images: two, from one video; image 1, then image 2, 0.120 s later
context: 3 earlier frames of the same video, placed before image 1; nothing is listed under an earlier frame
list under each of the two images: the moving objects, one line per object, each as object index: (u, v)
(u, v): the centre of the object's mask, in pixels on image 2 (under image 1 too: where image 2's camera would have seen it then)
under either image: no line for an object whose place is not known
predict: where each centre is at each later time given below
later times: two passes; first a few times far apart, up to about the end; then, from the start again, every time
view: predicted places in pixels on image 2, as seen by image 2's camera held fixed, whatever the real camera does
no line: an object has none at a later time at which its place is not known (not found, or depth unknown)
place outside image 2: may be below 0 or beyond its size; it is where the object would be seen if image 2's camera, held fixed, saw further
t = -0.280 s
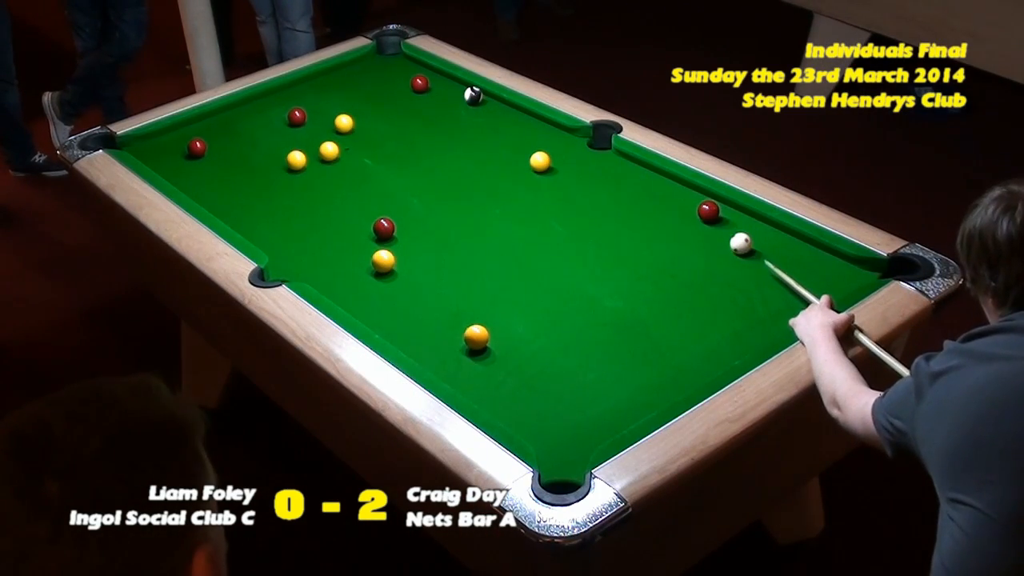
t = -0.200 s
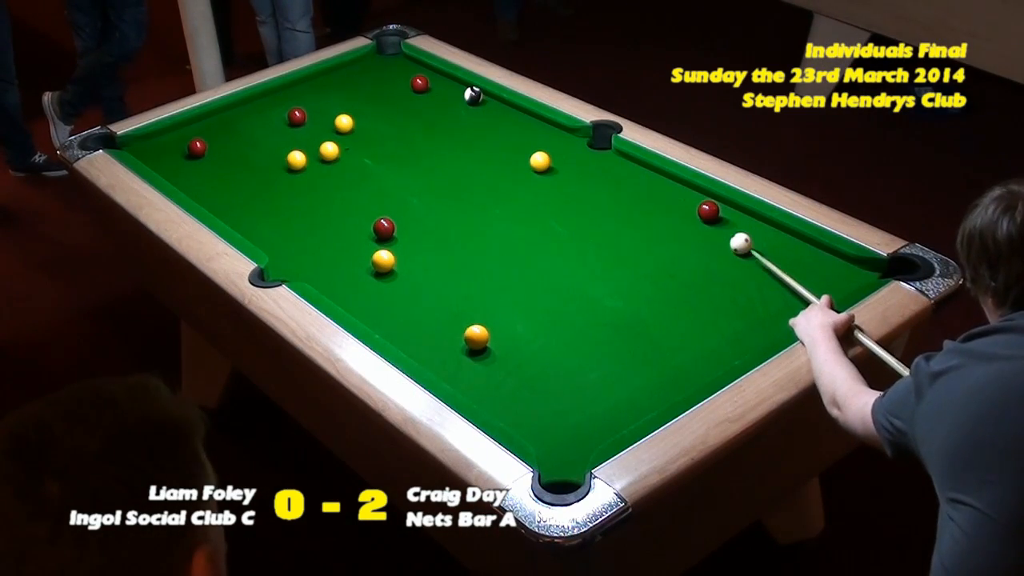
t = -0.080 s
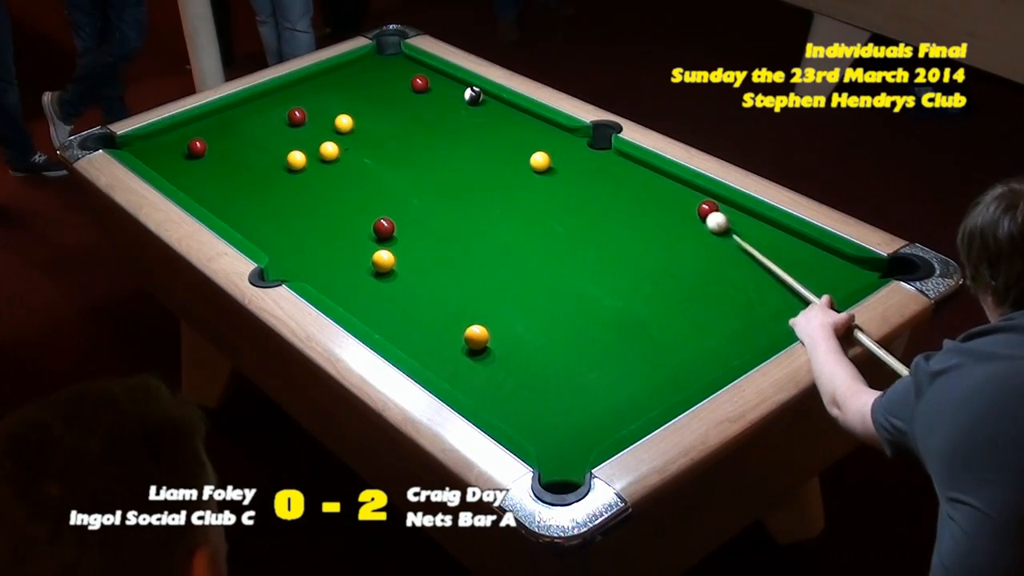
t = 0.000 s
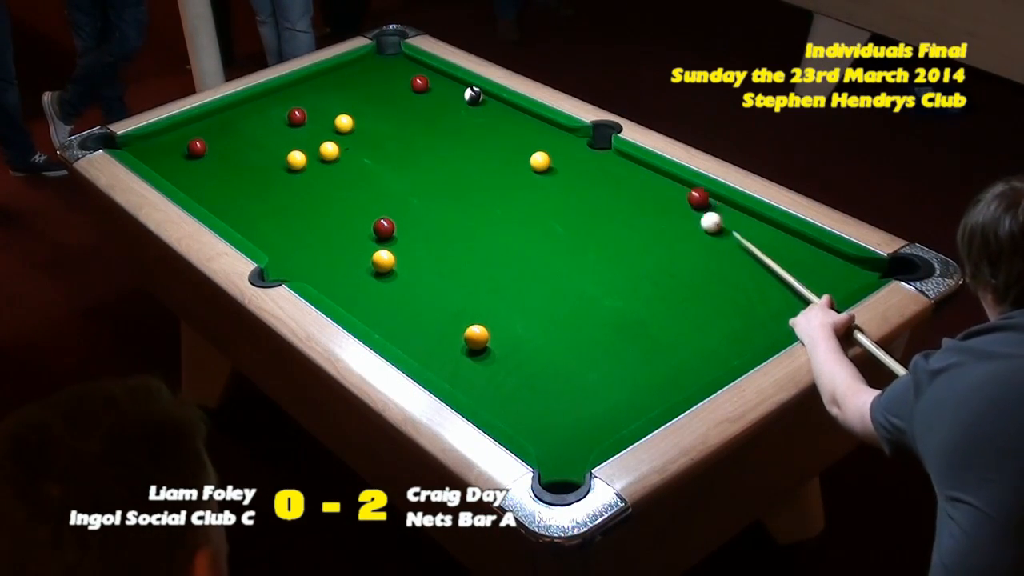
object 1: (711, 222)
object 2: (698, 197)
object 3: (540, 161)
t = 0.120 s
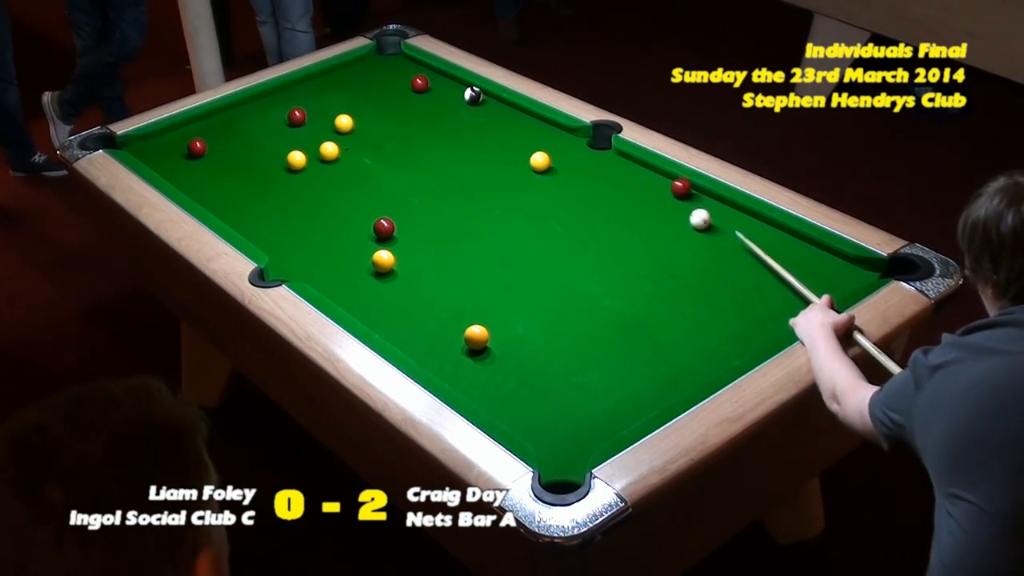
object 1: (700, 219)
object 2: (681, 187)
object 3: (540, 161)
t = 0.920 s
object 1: (639, 201)
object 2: (559, 159)
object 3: (533, 161)
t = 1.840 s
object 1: (601, 190)
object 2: (540, 141)
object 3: (467, 160)
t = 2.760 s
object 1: (593, 187)
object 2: (536, 136)
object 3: (433, 160)
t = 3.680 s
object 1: (593, 187)
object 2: (536, 136)
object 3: (428, 160)
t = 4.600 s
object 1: (593, 187)
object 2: (536, 136)
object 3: (428, 160)
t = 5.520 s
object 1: (593, 187)
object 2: (536, 136)
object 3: (428, 160)
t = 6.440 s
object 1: (593, 187)
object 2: (536, 136)
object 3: (428, 160)
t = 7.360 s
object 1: (593, 187)
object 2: (536, 136)
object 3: (429, 160)
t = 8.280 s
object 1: (593, 187)
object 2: (536, 136)
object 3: (429, 160)
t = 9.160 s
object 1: (593, 187)
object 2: (536, 136)
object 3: (428, 160)
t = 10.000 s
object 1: (593, 187)
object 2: (536, 136)
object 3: (429, 160)
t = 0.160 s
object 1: (696, 218)
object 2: (673, 185)
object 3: (540, 161)
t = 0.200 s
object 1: (692, 217)
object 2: (666, 183)
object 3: (540, 161)
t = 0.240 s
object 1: (689, 215)
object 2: (659, 182)
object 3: (540, 161)
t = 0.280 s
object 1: (686, 214)
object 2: (652, 180)
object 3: (540, 161)
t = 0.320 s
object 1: (682, 213)
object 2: (645, 179)
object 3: (540, 161)
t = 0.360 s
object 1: (679, 213)
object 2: (638, 178)
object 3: (540, 161)
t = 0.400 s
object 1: (676, 211)
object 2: (631, 176)
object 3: (540, 161)
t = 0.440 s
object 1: (673, 210)
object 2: (625, 174)
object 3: (540, 161)
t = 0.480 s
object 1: (670, 209)
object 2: (618, 173)
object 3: (540, 161)
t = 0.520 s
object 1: (667, 209)
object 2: (611, 172)
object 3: (540, 161)
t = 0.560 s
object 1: (664, 208)
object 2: (605, 170)
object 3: (540, 161)
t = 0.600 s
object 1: (661, 207)
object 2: (599, 169)
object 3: (540, 161)
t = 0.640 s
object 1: (658, 206)
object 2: (592, 168)
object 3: (540, 161)
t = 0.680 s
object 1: (655, 205)
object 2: (586, 166)
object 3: (540, 161)
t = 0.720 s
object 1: (652, 204)
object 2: (580, 165)
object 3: (540, 161)
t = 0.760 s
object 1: (650, 204)
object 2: (574, 164)
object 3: (540, 161)
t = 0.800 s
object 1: (647, 203)
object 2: (569, 163)
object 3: (540, 161)
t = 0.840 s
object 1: (644, 202)
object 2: (563, 162)
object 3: (540, 161)
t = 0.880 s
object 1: (642, 201)
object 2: (560, 160)
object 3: (537, 161)
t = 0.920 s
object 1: (639, 201)
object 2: (559, 159)
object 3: (533, 161)
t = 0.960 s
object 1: (637, 200)
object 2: (558, 158)
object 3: (529, 161)
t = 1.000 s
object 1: (635, 199)
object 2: (556, 157)
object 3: (526, 161)
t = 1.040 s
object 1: (633, 199)
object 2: (555, 156)
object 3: (522, 161)
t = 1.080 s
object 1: (630, 198)
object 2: (554, 155)
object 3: (519, 161)
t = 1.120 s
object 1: (628, 197)
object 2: (553, 154)
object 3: (516, 161)
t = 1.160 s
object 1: (626, 197)
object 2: (552, 153)
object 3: (512, 161)
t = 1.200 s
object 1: (624, 196)
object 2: (551, 152)
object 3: (509, 161)
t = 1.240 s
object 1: (622, 196)
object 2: (551, 151)
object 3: (506, 161)
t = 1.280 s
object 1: (620, 195)
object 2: (550, 150)
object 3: (503, 161)
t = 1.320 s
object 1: (619, 195)
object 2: (549, 149)
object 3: (500, 161)
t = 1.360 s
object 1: (617, 194)
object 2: (548, 149)
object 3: (497, 160)
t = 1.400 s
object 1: (615, 194)
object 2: (547, 148)
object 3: (494, 160)
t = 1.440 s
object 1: (614, 193)
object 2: (546, 147)
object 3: (491, 160)
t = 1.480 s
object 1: (612, 193)
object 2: (546, 146)
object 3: (489, 160)
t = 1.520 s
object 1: (611, 192)
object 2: (545, 145)
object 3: (486, 160)
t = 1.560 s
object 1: (609, 192)
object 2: (544, 145)
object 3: (484, 160)
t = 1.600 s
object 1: (608, 191)
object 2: (544, 144)
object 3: (481, 160)
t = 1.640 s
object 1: (607, 191)
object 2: (543, 143)
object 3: (478, 160)
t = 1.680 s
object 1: (605, 191)
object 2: (542, 143)
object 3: (476, 160)
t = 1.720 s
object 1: (604, 190)
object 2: (542, 142)
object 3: (474, 160)
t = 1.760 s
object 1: (603, 190)
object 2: (541, 142)
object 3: (471, 160)
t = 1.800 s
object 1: (602, 190)
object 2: (540, 141)
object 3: (469, 160)
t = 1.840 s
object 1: (601, 190)
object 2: (540, 141)
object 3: (467, 160)
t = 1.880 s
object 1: (600, 189)
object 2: (539, 140)
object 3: (465, 160)
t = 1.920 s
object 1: (599, 189)
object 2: (539, 140)
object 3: (463, 160)
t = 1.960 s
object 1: (598, 189)
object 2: (539, 139)
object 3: (461, 160)
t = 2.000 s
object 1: (598, 189)
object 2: (538, 139)
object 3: (459, 160)
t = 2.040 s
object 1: (597, 189)
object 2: (538, 139)
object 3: (457, 160)
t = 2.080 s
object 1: (596, 188)
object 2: (537, 138)
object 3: (455, 160)
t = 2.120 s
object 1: (595, 188)
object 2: (537, 138)
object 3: (453, 160)
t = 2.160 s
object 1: (595, 188)
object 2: (537, 138)
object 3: (452, 160)
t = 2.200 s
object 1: (594, 188)
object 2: (537, 137)
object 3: (450, 160)
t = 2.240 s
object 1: (594, 188)
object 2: (536, 137)
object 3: (448, 160)
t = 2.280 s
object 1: (594, 188)
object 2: (536, 137)
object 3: (447, 160)
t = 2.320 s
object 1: (593, 187)
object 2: (536, 137)
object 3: (446, 160)
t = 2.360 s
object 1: (593, 187)
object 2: (536, 136)
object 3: (444, 160)
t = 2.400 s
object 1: (593, 187)
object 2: (536, 136)
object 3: (443, 160)
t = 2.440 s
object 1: (593, 187)
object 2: (536, 136)
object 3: (442, 160)
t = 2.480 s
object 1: (593, 187)
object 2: (536, 136)
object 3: (440, 160)
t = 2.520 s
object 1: (593, 187)
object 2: (536, 136)
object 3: (439, 160)
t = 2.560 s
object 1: (593, 187)
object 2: (536, 135)
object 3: (438, 160)
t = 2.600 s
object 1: (593, 187)
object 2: (536, 136)
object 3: (437, 160)
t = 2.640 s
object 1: (593, 187)
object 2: (536, 136)
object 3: (436, 160)
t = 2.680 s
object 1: (593, 187)
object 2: (536, 136)
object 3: (435, 160)
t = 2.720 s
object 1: (593, 187)
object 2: (536, 136)
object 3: (434, 160)
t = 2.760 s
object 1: (593, 187)
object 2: (536, 136)
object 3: (433, 160)
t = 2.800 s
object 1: (593, 187)
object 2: (536, 136)
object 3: (433, 160)
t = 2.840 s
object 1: (593, 187)
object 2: (536, 136)
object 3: (432, 160)
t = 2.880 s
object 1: (593, 187)
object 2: (536, 136)
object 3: (432, 160)
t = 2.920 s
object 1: (593, 187)
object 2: (536, 136)
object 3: (431, 160)
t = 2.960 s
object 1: (593, 187)
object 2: (536, 136)
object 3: (431, 160)
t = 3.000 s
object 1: (593, 187)
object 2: (536, 136)
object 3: (430, 160)
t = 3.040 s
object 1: (593, 187)
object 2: (536, 136)
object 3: (430, 160)
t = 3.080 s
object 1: (593, 187)
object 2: (536, 136)
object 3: (430, 160)
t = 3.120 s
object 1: (593, 187)
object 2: (536, 136)
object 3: (429, 160)
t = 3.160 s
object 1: (593, 187)
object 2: (536, 136)
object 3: (429, 160)
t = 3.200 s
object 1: (593, 187)
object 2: (536, 136)
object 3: (429, 160)
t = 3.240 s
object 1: (593, 187)
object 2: (536, 136)
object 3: (429, 160)
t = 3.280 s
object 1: (593, 187)
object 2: (536, 136)
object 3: (428, 160)
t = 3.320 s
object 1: (593, 187)
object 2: (536, 136)
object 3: (428, 160)
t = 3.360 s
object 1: (593, 187)
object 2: (536, 136)
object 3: (428, 160)
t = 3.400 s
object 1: (593, 187)
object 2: (536, 136)
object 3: (428, 160)
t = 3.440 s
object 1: (593, 187)
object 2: (536, 136)
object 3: (428, 160)
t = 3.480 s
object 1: (593, 187)
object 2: (536, 136)
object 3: (428, 160)
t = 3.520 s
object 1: (593, 187)
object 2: (536, 136)
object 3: (428, 160)
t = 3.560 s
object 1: (593, 187)
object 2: (536, 136)
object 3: (428, 160)
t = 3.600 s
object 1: (593, 187)
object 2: (536, 136)
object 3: (428, 160)
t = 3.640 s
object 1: (593, 187)
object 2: (536, 136)
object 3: (428, 160)
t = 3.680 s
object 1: (593, 187)
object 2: (536, 136)
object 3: (428, 160)
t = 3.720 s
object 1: (593, 187)
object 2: (536, 136)
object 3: (428, 160)
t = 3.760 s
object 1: (593, 187)
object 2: (536, 136)
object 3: (428, 160)
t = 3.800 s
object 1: (593, 187)
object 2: (536, 136)
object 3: (428, 160)
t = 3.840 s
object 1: (593, 187)
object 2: (536, 136)
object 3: (428, 160)
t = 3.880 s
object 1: (593, 187)
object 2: (536, 136)
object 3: (428, 160)
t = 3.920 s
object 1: (593, 187)
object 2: (536, 136)
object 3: (428, 160)
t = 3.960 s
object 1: (593, 187)
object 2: (536, 136)
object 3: (428, 160)
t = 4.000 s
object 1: (593, 187)
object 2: (536, 136)
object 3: (428, 160)
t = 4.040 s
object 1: (593, 187)
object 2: (536, 136)
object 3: (429, 160)
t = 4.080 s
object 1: (593, 187)
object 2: (536, 136)
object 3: (429, 160)
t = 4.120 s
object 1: (593, 187)
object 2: (536, 136)
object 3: (429, 160)
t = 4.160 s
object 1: (593, 187)
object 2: (536, 136)
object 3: (428, 160)
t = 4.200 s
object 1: (593, 187)
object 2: (536, 136)
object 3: (428, 160)
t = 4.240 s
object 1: (593, 187)
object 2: (536, 136)
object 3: (428, 160)
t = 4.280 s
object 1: (593, 187)
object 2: (536, 136)
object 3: (428, 160)
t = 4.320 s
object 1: (593, 187)
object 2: (536, 136)
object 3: (428, 160)
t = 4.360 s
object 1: (593, 187)
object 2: (536, 136)
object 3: (428, 160)
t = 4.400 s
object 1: (593, 187)
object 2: (536, 136)
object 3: (428, 160)
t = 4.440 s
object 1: (593, 187)
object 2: (536, 136)
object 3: (428, 160)
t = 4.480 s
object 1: (593, 187)
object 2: (536, 136)
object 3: (428, 160)
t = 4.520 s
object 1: (593, 187)
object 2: (536, 136)
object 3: (428, 160)
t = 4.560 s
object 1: (593, 187)
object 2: (536, 136)
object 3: (428, 160)
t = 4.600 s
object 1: (593, 187)
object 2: (536, 136)
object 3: (428, 160)
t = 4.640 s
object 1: (593, 187)
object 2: (536, 136)
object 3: (428, 160)
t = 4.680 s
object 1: (593, 187)
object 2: (536, 136)
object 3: (428, 160)
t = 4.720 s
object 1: (593, 187)
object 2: (536, 136)
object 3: (428, 160)
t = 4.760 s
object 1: (593, 187)
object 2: (536, 136)
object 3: (428, 160)
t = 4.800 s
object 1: (593, 187)
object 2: (536, 136)
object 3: (428, 160)
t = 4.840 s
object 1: (593, 187)
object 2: (536, 136)
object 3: (428, 160)
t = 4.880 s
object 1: (593, 187)
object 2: (536, 136)
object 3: (428, 160)
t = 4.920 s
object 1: (593, 187)
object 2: (536, 136)
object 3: (428, 160)
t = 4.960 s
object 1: (593, 187)
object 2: (536, 136)
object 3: (428, 160)
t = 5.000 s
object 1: (593, 187)
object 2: (536, 136)
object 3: (428, 160)
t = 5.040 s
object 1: (593, 187)
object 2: (536, 136)
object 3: (428, 160)
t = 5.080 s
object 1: (593, 187)
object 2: (536, 136)
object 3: (428, 160)
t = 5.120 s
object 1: (593, 187)
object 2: (536, 136)
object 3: (428, 160)
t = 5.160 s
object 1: (593, 187)
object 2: (536, 136)
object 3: (428, 160)
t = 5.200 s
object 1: (593, 187)
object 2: (536, 136)
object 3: (428, 160)
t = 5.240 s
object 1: (593, 187)
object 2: (536, 136)
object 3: (428, 160)
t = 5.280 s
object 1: (593, 187)
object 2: (536, 136)
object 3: (428, 160)
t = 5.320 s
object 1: (593, 187)
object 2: (536, 136)
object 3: (428, 160)
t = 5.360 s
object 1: (593, 187)
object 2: (536, 136)
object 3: (428, 160)
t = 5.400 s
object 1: (593, 187)
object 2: (536, 136)
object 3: (428, 160)
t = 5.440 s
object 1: (593, 187)
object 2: (536, 136)
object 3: (428, 160)
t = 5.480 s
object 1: (593, 187)
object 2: (536, 136)
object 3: (428, 160)
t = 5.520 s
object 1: (593, 187)
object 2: (536, 136)
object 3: (428, 160)
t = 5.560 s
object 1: (593, 187)
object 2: (536, 136)
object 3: (428, 160)
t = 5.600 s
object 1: (593, 187)
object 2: (536, 136)
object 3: (428, 160)
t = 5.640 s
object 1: (593, 187)
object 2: (536, 136)
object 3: (428, 160)
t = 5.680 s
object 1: (593, 187)
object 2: (536, 136)
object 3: (428, 160)
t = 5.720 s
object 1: (593, 187)
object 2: (536, 136)
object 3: (429, 160)
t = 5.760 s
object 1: (593, 187)
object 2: (536, 136)
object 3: (429, 160)
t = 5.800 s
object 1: (593, 187)
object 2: (536, 136)
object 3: (429, 160)
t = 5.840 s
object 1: (593, 187)
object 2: (536, 136)
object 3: (428, 160)
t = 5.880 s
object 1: (593, 187)
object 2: (536, 136)
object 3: (428, 160)
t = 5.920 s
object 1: (593, 187)
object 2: (536, 136)
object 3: (428, 160)
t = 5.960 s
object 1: (593, 187)
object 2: (536, 136)
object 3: (428, 160)
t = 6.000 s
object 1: (593, 187)
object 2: (536, 136)
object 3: (428, 160)
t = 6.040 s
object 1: (593, 187)
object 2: (536, 136)
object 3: (428, 160)
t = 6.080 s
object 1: (593, 187)
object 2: (536, 136)
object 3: (428, 160)
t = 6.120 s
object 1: (593, 187)
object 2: (536, 136)
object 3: (428, 160)
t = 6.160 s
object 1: (593, 187)
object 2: (536, 136)
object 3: (428, 160)
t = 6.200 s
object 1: (593, 187)
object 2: (536, 136)
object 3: (428, 160)
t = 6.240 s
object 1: (593, 187)
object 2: (536, 136)
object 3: (428, 160)
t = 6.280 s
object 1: (593, 187)
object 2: (536, 136)
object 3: (428, 160)
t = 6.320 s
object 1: (593, 187)
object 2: (536, 136)
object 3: (428, 160)
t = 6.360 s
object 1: (593, 187)
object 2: (536, 136)
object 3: (428, 160)
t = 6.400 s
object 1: (593, 187)
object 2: (536, 136)
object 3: (428, 160)
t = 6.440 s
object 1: (593, 187)
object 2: (536, 136)
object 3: (428, 160)
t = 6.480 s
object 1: (593, 187)
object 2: (536, 136)
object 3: (428, 160)
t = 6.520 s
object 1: (593, 187)
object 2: (536, 136)
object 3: (428, 160)
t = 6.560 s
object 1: (593, 187)
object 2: (536, 136)
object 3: (428, 160)
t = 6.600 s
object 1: (593, 187)
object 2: (536, 136)
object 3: (428, 160)
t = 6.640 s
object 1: (593, 187)
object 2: (536, 136)
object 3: (428, 160)
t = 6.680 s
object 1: (593, 187)
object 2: (536, 136)
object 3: (428, 160)
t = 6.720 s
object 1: (593, 187)
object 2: (536, 136)
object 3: (429, 160)
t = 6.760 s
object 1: (593, 187)
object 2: (536, 136)
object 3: (428, 160)
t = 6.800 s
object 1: (593, 187)
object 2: (536, 136)
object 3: (428, 160)
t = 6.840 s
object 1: (593, 187)
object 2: (536, 136)
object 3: (428, 160)
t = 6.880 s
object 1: (593, 187)
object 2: (536, 136)
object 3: (428, 160)
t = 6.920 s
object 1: (593, 187)
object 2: (536, 136)
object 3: (428, 160)
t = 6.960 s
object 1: (593, 187)
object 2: (536, 136)
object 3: (428, 160)
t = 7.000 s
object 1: (593, 187)
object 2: (536, 136)
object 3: (428, 160)
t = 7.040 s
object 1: (593, 187)
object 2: (536, 136)
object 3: (428, 160)
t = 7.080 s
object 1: (593, 187)
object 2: (536, 136)
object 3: (428, 160)
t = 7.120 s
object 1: (593, 187)
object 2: (536, 136)
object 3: (428, 160)
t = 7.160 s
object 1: (593, 187)
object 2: (536, 136)
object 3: (428, 160)
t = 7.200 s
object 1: (593, 187)
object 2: (536, 136)
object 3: (428, 160)
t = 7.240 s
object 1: (593, 187)
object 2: (536, 136)
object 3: (428, 160)
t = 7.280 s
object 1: (593, 187)
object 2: (536, 136)
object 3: (429, 160)
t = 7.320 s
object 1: (593, 187)
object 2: (536, 136)
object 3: (429, 160)
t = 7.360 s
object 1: (593, 187)
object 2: (536, 136)
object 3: (429, 160)
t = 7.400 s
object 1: (593, 187)
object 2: (536, 136)
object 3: (429, 160)
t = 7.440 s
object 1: (593, 187)
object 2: (536, 136)
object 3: (429, 160)
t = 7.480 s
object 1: (593, 187)
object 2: (536, 136)
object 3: (429, 160)
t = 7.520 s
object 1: (593, 187)
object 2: (536, 136)
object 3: (429, 160)
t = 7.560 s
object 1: (593, 187)
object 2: (536, 136)
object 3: (429, 160)
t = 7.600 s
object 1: (593, 187)
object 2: (536, 136)
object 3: (429, 160)
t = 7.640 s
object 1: (593, 187)
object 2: (536, 136)
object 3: (429, 160)
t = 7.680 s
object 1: (593, 187)
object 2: (536, 136)
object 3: (429, 160)
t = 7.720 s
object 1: (593, 187)
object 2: (536, 136)
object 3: (429, 160)
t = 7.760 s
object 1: (593, 187)
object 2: (536, 136)
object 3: (429, 160)
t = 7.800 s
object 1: (593, 187)
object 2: (536, 136)
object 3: (429, 160)
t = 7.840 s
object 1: (593, 187)
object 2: (536, 136)
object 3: (429, 160)
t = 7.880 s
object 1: (593, 187)
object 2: (536, 136)
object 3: (429, 160)
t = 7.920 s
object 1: (593, 187)
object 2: (536, 136)
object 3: (429, 160)
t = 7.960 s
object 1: (593, 187)
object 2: (536, 136)
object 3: (428, 160)
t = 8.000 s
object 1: (593, 187)
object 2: (536, 136)
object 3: (429, 160)
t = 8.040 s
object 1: (593, 187)
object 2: (536, 136)
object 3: (429, 160)
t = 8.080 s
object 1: (593, 187)
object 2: (536, 136)
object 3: (429, 160)
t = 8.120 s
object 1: (593, 187)
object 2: (536, 136)
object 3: (429, 160)
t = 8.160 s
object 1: (593, 187)
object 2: (536, 136)
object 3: (429, 160)
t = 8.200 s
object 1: (593, 187)
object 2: (536, 136)
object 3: (429, 160)
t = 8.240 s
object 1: (593, 187)
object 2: (536, 136)
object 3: (429, 160)
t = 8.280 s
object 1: (593, 187)
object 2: (536, 136)
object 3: (429, 160)
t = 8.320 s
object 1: (593, 187)
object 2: (536, 136)
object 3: (429, 160)
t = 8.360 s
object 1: (593, 187)
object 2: (536, 136)
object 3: (429, 160)
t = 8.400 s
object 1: (593, 187)
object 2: (536, 136)
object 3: (428, 160)
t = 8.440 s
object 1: (593, 187)
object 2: (536, 136)
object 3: (428, 160)
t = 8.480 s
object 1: (593, 187)
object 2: (536, 136)
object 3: (429, 160)
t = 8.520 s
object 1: (593, 187)
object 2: (536, 136)
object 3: (429, 160)
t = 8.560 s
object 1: (593, 187)
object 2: (536, 136)
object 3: (429, 160)
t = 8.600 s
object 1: (593, 187)
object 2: (536, 136)
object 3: (429, 160)
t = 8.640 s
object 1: (593, 186)
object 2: (536, 136)
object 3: (428, 160)
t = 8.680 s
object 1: (593, 187)
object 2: (536, 136)
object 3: (428, 160)
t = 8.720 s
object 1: (593, 187)
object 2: (536, 136)
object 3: (428, 160)
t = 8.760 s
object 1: (593, 187)
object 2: (536, 136)
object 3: (428, 160)
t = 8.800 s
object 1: (593, 187)
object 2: (536, 136)
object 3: (428, 160)
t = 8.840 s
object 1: (593, 187)
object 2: (536, 136)
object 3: (428, 160)
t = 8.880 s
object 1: (593, 187)
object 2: (536, 136)
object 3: (428, 160)
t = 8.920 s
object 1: (593, 187)
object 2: (536, 136)
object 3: (428, 160)
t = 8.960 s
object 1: (593, 187)
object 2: (536, 136)
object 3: (428, 160)
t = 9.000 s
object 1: (593, 187)
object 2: (536, 136)
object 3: (428, 160)
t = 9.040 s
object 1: (593, 187)
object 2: (536, 136)
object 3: (428, 160)
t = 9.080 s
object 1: (593, 187)
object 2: (536, 136)
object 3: (428, 160)
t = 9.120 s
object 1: (593, 187)
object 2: (536, 136)
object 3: (428, 160)
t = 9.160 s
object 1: (593, 187)
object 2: (536, 136)
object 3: (428, 160)
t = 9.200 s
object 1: (593, 187)
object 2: (536, 136)
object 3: (429, 160)
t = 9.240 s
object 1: (593, 187)
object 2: (536, 136)
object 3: (429, 160)
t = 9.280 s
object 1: (593, 187)
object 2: (536, 136)
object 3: (429, 160)
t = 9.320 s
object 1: (593, 187)
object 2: (536, 136)
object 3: (429, 160)
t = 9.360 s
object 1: (593, 187)
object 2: (536, 136)
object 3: (429, 160)
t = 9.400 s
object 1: (593, 187)
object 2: (536, 136)
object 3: (429, 160)
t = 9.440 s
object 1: (593, 187)
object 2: (536, 136)
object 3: (428, 160)
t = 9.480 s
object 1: (593, 187)
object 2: (536, 136)
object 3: (428, 160)
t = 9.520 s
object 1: (593, 187)
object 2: (536, 136)
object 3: (428, 160)
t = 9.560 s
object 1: (593, 187)
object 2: (536, 136)
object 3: (428, 160)
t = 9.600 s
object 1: (593, 187)
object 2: (536, 136)
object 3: (429, 160)
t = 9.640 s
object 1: (593, 187)
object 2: (536, 136)
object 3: (429, 160)
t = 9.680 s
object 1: (593, 187)
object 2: (536, 136)
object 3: (429, 160)
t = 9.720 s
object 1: (593, 187)
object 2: (536, 136)
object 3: (429, 160)
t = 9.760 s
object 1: (593, 187)
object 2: (536, 136)
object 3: (429, 160)
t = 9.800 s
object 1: (593, 187)
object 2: (536, 136)
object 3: (429, 160)
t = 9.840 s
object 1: (593, 187)
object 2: (536, 136)
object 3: (428, 160)
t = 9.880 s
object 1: (593, 187)
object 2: (536, 136)
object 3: (429, 160)
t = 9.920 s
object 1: (593, 187)
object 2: (536, 136)
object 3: (429, 160)
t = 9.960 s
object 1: (593, 187)
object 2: (536, 136)
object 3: (429, 160)
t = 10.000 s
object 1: (593, 187)
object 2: (536, 136)
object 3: (429, 160)
